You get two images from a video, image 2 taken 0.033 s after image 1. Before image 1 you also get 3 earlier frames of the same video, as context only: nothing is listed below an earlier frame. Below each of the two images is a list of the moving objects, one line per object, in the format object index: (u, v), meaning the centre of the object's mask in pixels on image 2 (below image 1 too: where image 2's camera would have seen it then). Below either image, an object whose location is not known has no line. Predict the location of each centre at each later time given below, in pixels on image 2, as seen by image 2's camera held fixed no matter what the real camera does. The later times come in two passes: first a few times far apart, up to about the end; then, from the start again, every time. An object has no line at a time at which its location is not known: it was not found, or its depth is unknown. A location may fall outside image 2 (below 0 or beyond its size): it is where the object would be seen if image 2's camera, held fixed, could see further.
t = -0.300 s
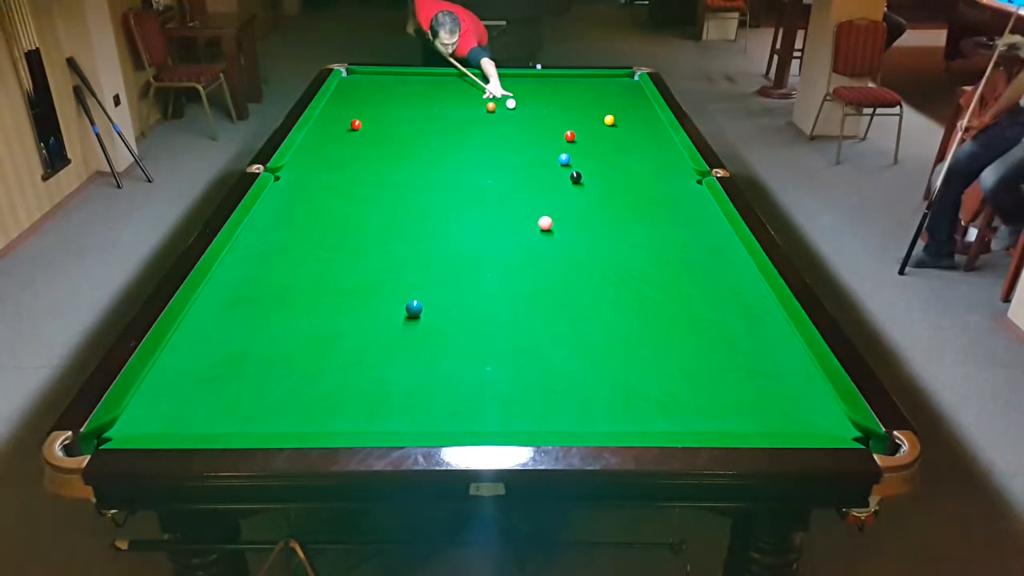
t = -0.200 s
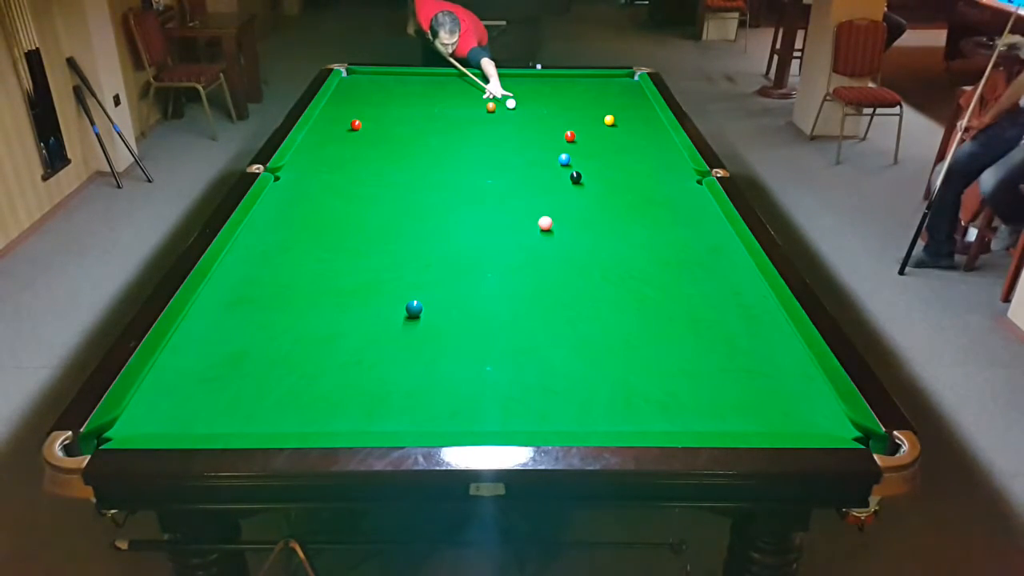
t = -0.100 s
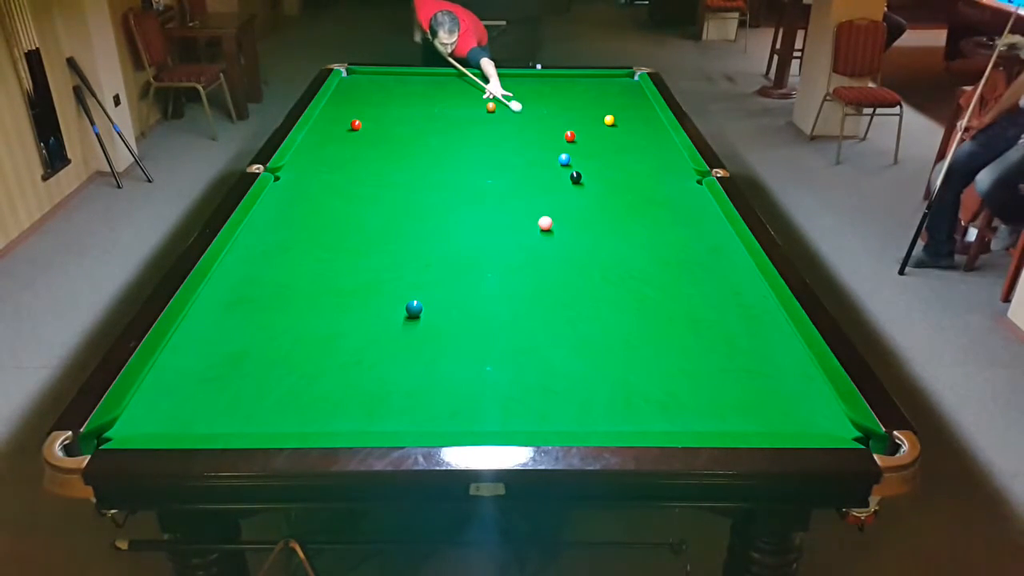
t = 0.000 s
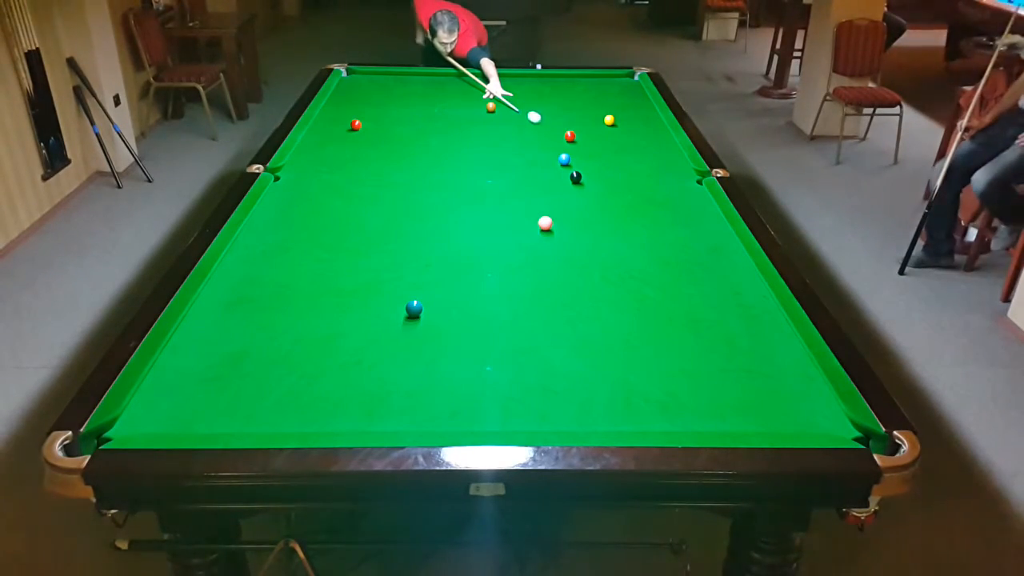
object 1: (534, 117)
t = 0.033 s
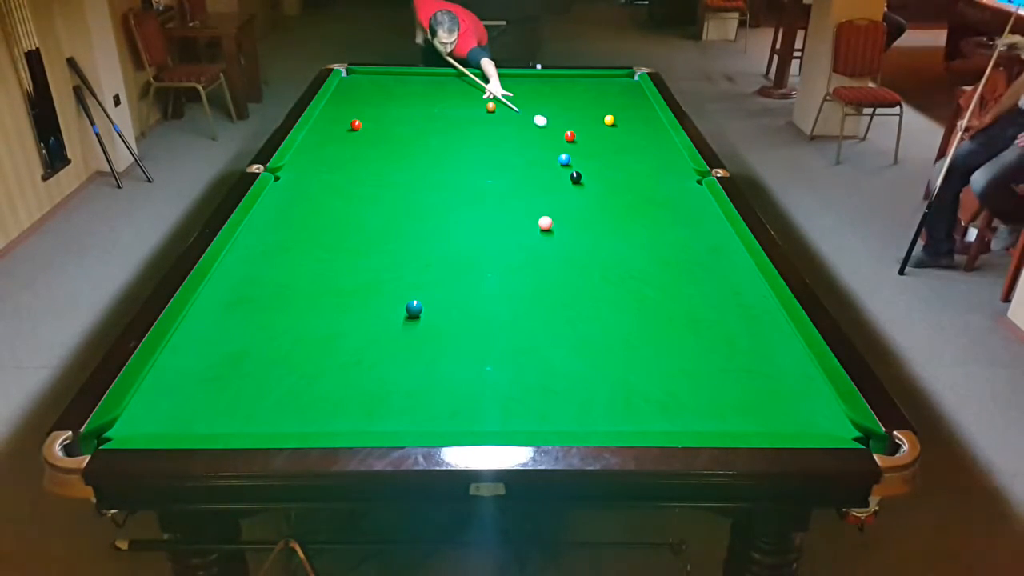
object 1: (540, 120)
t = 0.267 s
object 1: (555, 135)
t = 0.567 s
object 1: (541, 141)
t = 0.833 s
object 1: (529, 145)
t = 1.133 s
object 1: (516, 150)
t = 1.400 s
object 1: (505, 154)
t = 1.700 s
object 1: (494, 158)
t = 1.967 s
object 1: (485, 161)
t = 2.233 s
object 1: (477, 164)
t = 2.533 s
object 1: (470, 167)
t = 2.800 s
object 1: (464, 169)
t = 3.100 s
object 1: (459, 170)
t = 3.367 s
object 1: (456, 171)
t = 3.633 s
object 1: (455, 172)
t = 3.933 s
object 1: (454, 172)
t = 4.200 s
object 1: (455, 172)
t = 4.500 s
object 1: (454, 172)
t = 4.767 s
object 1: (454, 172)
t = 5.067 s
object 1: (454, 172)
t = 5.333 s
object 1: (454, 172)
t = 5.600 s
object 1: (455, 172)
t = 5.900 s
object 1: (454, 172)
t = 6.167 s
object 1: (454, 172)
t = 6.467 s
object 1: (454, 172)
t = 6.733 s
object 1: (455, 172)
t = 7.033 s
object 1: (455, 172)
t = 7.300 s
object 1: (455, 172)
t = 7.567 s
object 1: (455, 172)
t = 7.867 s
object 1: (455, 172)
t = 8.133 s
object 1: (454, 172)
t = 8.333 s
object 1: (455, 172)
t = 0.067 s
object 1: (546, 124)
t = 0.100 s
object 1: (552, 127)
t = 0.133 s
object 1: (557, 131)
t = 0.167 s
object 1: (561, 133)
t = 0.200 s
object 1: (559, 134)
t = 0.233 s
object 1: (557, 135)
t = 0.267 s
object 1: (555, 135)
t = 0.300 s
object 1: (554, 136)
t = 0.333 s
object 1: (552, 137)
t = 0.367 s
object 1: (551, 137)
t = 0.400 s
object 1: (549, 138)
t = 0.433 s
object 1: (547, 138)
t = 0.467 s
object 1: (546, 139)
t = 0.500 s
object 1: (544, 140)
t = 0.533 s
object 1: (543, 140)
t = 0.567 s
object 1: (541, 141)
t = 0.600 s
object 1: (539, 141)
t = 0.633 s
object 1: (538, 142)
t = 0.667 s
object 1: (537, 142)
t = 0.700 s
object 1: (535, 143)
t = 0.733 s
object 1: (533, 143)
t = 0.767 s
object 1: (532, 144)
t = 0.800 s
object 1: (530, 145)
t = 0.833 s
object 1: (529, 145)
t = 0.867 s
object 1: (527, 146)
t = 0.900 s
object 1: (526, 146)
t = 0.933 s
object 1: (524, 147)
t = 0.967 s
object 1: (523, 147)
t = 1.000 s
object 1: (522, 148)
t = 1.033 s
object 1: (520, 148)
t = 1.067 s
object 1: (519, 149)
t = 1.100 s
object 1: (518, 149)
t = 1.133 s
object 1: (516, 150)
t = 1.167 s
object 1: (515, 150)
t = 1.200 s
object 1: (513, 151)
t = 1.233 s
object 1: (512, 151)
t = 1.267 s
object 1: (510, 152)
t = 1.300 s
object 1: (509, 152)
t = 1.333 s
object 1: (508, 153)
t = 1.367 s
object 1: (507, 153)
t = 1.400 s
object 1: (505, 154)
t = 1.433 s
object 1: (504, 154)
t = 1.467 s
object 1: (503, 155)
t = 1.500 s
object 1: (501, 155)
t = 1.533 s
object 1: (500, 156)
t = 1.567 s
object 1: (499, 156)
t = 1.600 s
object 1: (498, 156)
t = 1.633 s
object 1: (497, 157)
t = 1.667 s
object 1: (495, 157)
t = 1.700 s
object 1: (494, 158)
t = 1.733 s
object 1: (493, 158)
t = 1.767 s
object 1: (492, 159)
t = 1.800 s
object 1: (491, 159)
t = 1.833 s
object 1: (490, 159)
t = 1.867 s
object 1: (488, 160)
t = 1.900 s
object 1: (487, 160)
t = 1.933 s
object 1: (486, 161)
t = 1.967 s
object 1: (485, 161)
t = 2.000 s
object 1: (484, 161)
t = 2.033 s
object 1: (483, 162)
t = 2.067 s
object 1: (482, 162)
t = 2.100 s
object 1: (481, 163)
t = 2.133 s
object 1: (480, 163)
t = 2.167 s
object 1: (479, 163)
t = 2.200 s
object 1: (478, 164)
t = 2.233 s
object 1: (477, 164)
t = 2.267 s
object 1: (476, 164)
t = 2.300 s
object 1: (476, 165)
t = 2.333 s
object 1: (475, 165)
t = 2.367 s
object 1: (474, 165)
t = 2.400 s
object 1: (473, 166)
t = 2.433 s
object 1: (472, 166)
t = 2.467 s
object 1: (471, 166)
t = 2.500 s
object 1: (470, 166)
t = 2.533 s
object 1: (470, 167)
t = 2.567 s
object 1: (469, 167)
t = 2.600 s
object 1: (468, 167)
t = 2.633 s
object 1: (467, 168)
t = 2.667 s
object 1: (467, 168)
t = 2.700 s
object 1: (466, 168)
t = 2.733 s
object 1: (465, 168)
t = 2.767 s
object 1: (465, 169)
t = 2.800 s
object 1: (464, 169)
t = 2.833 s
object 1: (464, 169)
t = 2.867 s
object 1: (463, 169)
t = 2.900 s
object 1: (462, 169)
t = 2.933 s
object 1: (462, 170)
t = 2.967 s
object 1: (461, 170)
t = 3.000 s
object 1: (461, 170)
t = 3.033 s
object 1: (460, 170)
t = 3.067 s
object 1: (460, 170)
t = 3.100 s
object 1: (459, 170)
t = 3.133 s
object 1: (459, 171)
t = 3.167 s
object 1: (458, 171)
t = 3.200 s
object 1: (458, 171)
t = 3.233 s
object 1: (458, 171)
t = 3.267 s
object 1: (457, 171)
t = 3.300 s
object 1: (457, 171)
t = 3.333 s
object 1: (457, 171)
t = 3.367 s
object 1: (456, 171)
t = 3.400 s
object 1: (456, 172)
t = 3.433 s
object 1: (456, 172)
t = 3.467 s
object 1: (455, 172)
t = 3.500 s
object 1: (455, 172)
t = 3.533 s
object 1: (455, 172)
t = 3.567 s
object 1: (455, 172)
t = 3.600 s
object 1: (455, 172)
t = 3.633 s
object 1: (455, 172)
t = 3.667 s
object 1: (455, 172)
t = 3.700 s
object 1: (454, 172)
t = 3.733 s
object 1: (454, 172)
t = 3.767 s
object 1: (454, 172)
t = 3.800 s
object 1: (454, 172)
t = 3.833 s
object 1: (454, 172)
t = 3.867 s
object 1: (454, 172)
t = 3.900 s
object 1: (454, 172)
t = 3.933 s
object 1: (454, 172)
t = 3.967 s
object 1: (454, 172)
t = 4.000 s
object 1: (454, 172)
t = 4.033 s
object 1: (454, 172)
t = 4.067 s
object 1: (454, 172)
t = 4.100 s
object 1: (454, 172)
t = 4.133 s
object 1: (454, 172)
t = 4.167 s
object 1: (454, 172)
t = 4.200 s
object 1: (455, 172)
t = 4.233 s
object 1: (454, 172)
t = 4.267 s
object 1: (454, 172)
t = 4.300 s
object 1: (454, 172)
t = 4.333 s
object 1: (454, 172)
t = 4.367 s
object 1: (454, 172)
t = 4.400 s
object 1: (454, 172)
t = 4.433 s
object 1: (454, 172)
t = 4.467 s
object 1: (454, 172)
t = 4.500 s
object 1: (454, 172)
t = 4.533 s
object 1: (454, 172)
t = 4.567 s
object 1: (454, 172)
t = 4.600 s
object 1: (454, 172)
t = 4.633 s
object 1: (454, 172)
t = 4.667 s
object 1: (454, 172)
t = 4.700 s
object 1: (454, 172)
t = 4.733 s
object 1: (454, 172)
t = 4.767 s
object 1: (454, 172)
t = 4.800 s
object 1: (454, 172)
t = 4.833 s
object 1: (454, 172)
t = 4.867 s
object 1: (454, 172)
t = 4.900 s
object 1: (454, 172)
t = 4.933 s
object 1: (454, 172)
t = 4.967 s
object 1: (454, 172)
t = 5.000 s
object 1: (454, 172)
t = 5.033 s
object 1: (454, 172)
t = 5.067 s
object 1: (454, 172)
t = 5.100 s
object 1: (454, 172)
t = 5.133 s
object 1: (454, 172)
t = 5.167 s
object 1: (454, 172)
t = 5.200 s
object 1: (455, 172)
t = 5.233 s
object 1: (454, 172)
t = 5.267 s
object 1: (454, 172)
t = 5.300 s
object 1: (454, 172)
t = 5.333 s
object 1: (454, 172)
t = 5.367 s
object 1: (455, 172)
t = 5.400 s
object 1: (455, 172)
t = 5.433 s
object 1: (455, 172)
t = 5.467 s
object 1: (455, 172)
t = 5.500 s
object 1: (455, 172)
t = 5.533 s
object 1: (455, 172)
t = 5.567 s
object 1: (455, 172)
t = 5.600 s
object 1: (455, 172)
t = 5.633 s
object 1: (455, 172)
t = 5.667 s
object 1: (454, 172)
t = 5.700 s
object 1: (455, 172)
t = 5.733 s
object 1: (455, 172)
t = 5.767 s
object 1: (455, 172)
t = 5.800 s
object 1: (455, 172)
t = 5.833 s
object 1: (455, 172)
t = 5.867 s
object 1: (454, 172)
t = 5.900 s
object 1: (454, 172)
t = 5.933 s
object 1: (455, 172)
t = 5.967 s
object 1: (455, 172)
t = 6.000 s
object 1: (454, 172)
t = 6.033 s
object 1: (455, 172)
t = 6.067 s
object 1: (454, 172)
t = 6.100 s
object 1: (455, 172)
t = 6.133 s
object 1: (454, 172)
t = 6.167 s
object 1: (454, 172)
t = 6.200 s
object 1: (454, 172)
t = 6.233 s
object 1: (454, 172)
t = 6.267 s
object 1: (454, 172)
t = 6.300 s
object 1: (455, 172)
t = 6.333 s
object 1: (454, 172)
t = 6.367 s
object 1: (454, 172)
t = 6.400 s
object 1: (454, 172)
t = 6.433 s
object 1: (454, 172)
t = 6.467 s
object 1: (454, 172)
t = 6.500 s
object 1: (454, 172)
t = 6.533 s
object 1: (454, 172)
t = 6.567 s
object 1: (454, 172)
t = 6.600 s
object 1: (455, 172)
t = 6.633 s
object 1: (455, 172)
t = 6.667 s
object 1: (455, 172)
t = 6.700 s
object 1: (455, 172)
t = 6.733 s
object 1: (455, 172)
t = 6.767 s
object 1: (455, 172)
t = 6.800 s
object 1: (455, 172)
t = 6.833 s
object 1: (455, 172)
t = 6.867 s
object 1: (455, 172)
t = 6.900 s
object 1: (455, 172)
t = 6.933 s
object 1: (455, 172)
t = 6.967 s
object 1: (455, 172)
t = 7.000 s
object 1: (455, 172)
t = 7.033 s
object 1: (455, 172)
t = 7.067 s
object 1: (455, 172)
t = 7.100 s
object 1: (455, 172)
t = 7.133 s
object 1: (455, 172)
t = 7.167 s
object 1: (455, 172)
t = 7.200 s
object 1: (455, 172)
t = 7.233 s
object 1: (455, 172)
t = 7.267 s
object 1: (455, 172)
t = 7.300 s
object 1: (455, 172)
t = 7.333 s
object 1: (455, 172)
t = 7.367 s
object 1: (455, 172)
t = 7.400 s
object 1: (455, 172)
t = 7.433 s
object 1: (455, 172)
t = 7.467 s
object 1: (455, 172)
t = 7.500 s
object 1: (455, 172)
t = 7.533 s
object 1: (455, 172)
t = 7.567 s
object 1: (455, 172)
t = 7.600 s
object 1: (455, 172)
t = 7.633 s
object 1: (455, 172)
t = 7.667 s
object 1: (455, 172)
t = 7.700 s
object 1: (455, 172)
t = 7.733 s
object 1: (455, 172)
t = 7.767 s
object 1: (455, 172)
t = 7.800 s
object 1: (455, 172)
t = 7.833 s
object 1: (455, 172)
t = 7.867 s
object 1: (455, 172)
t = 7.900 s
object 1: (455, 172)
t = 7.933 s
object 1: (455, 172)
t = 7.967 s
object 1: (455, 172)
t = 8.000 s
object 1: (455, 172)
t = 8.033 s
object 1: (455, 172)
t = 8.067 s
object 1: (455, 172)
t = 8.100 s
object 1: (455, 172)
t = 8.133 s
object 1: (454, 172)
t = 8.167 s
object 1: (455, 172)
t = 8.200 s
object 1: (455, 172)
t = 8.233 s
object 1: (454, 172)
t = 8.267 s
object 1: (454, 172)
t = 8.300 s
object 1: (455, 172)
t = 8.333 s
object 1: (455, 172)
